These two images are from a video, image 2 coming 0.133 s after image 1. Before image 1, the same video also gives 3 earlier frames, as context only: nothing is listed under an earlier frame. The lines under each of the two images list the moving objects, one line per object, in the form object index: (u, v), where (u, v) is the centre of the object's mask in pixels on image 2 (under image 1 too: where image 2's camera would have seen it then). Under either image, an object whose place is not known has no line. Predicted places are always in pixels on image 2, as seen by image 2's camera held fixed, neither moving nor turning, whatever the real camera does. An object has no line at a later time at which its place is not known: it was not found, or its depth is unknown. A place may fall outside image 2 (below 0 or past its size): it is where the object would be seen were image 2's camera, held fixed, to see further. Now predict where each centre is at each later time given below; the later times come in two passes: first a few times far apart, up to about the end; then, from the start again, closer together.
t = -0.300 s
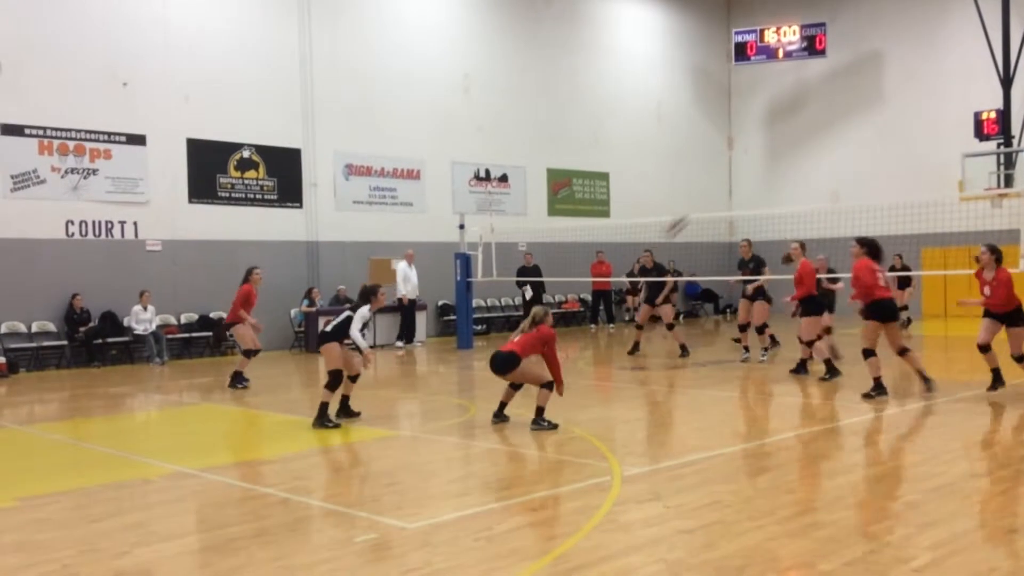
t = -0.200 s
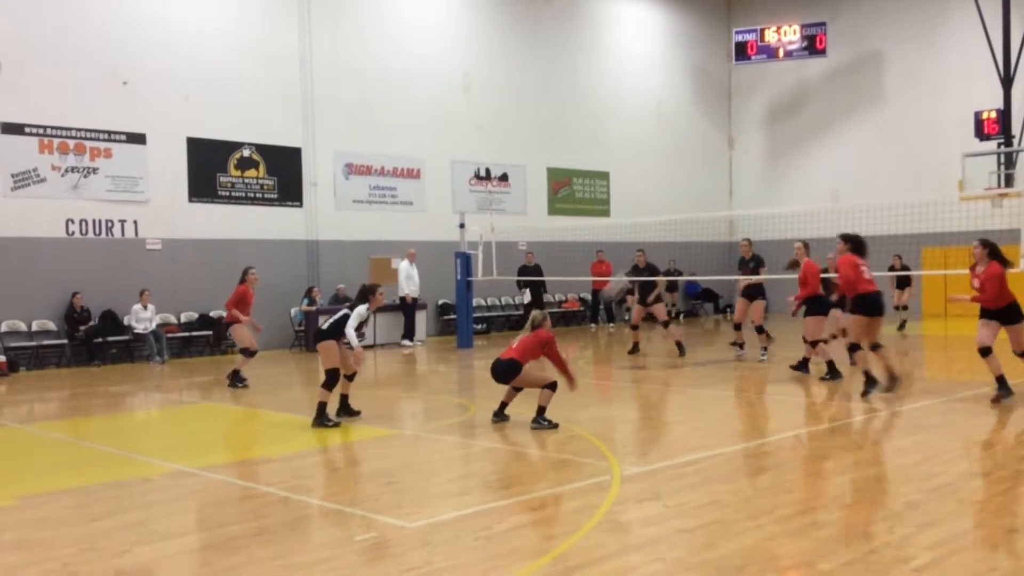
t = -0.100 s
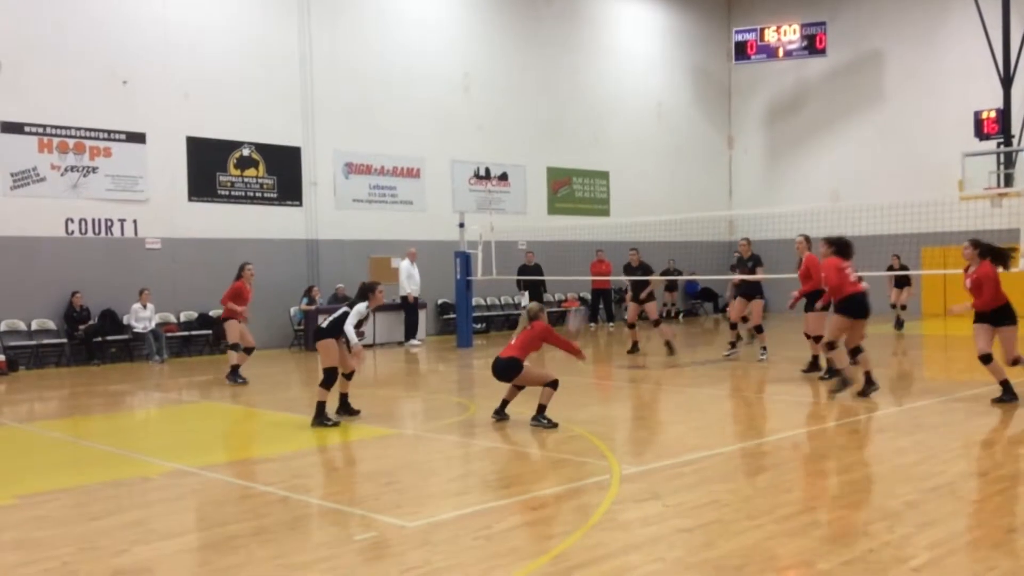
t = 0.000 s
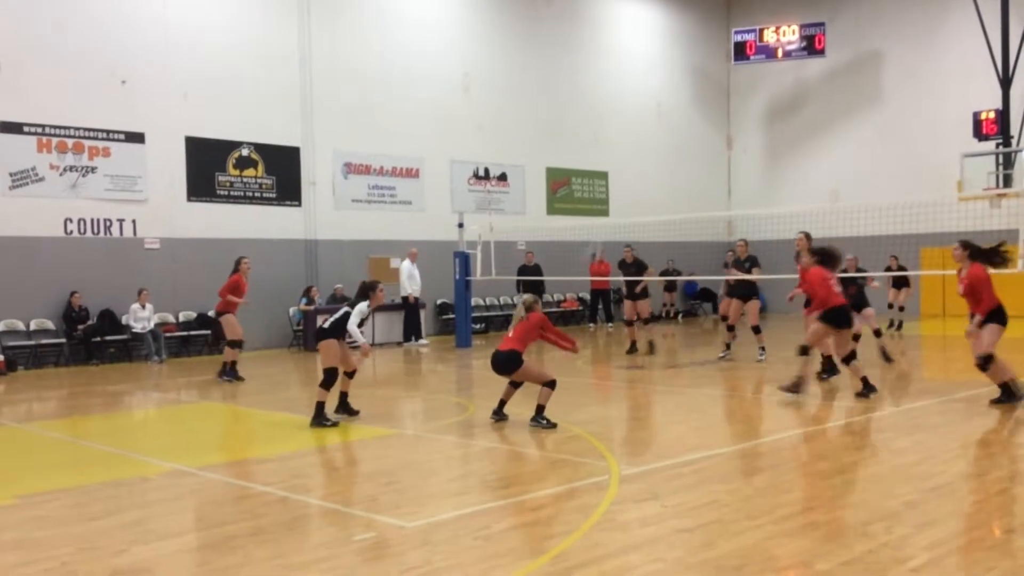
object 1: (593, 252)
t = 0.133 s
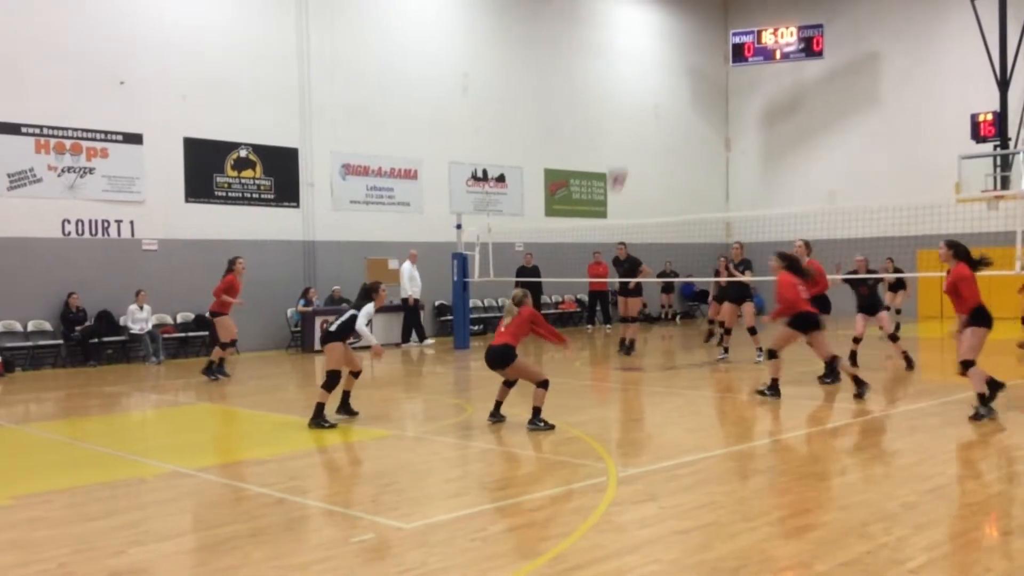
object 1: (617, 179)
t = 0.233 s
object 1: (634, 136)
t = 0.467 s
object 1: (673, 76)
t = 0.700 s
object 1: (707, 66)
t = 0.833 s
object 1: (724, 82)
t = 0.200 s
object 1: (628, 149)
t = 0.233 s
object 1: (634, 136)
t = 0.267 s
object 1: (640, 123)
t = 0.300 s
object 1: (646, 111)
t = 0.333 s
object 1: (651, 103)
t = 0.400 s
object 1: (661, 87)
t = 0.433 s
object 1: (667, 82)
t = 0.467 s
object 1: (673, 76)
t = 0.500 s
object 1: (677, 72)
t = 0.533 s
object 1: (683, 68)
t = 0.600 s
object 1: (692, 65)
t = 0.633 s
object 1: (698, 65)
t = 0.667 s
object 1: (702, 65)
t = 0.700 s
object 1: (707, 66)
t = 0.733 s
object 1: (711, 69)
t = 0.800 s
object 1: (719, 77)
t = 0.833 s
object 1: (724, 82)
